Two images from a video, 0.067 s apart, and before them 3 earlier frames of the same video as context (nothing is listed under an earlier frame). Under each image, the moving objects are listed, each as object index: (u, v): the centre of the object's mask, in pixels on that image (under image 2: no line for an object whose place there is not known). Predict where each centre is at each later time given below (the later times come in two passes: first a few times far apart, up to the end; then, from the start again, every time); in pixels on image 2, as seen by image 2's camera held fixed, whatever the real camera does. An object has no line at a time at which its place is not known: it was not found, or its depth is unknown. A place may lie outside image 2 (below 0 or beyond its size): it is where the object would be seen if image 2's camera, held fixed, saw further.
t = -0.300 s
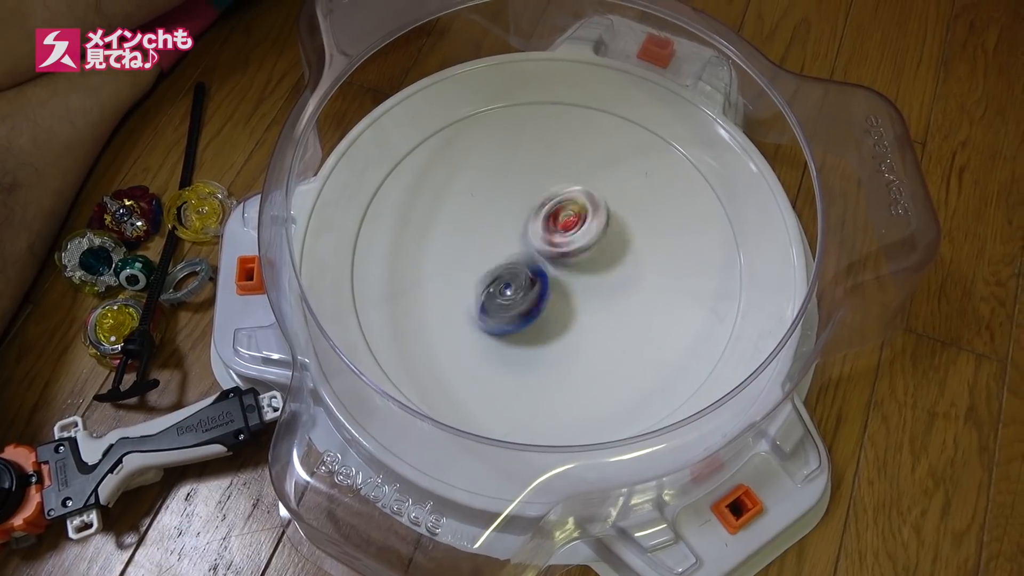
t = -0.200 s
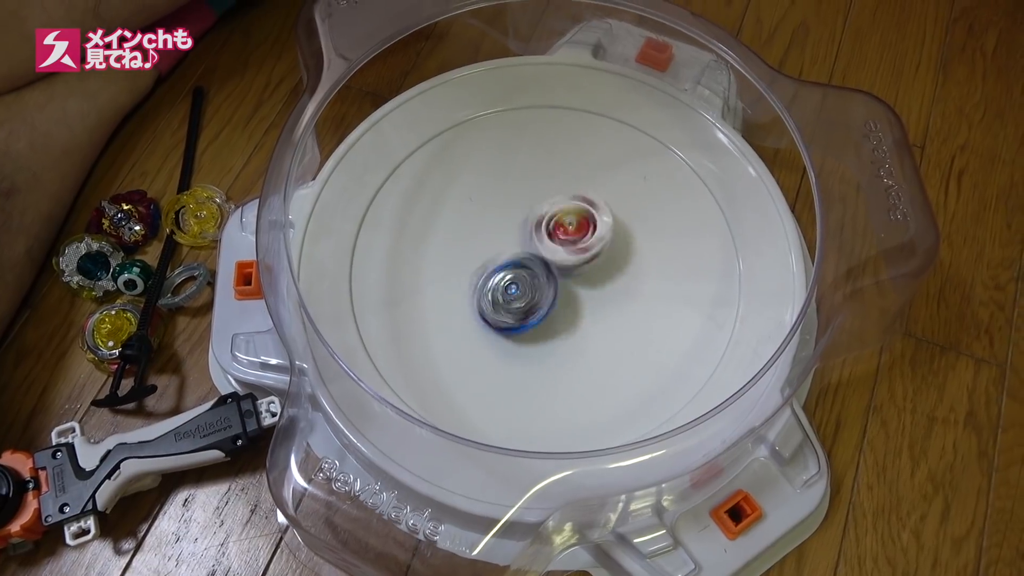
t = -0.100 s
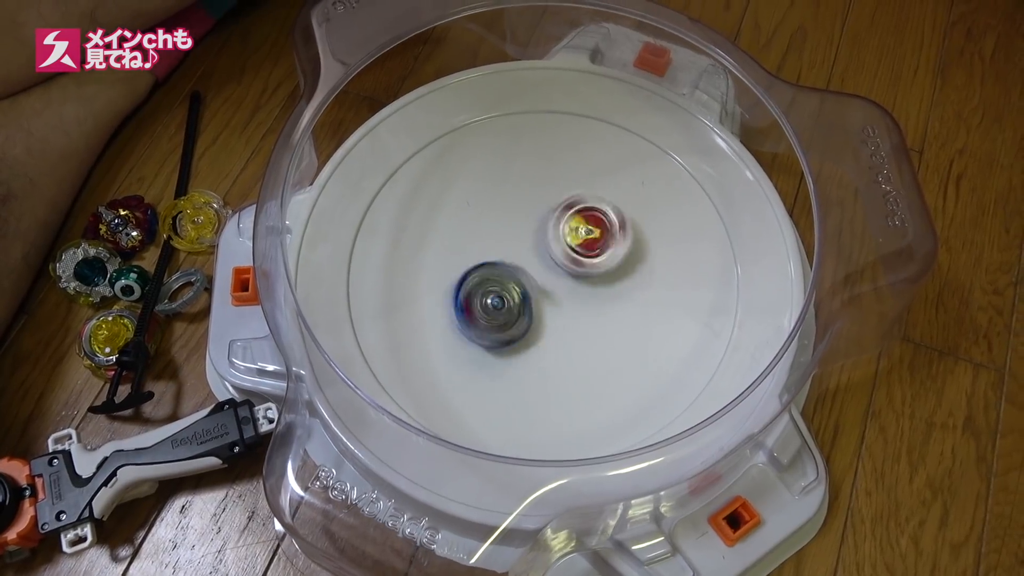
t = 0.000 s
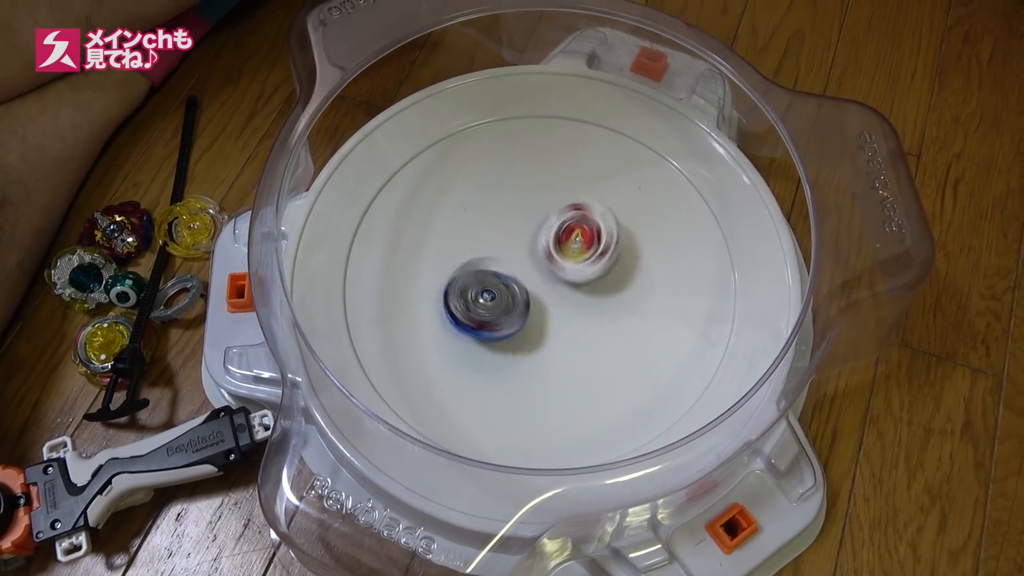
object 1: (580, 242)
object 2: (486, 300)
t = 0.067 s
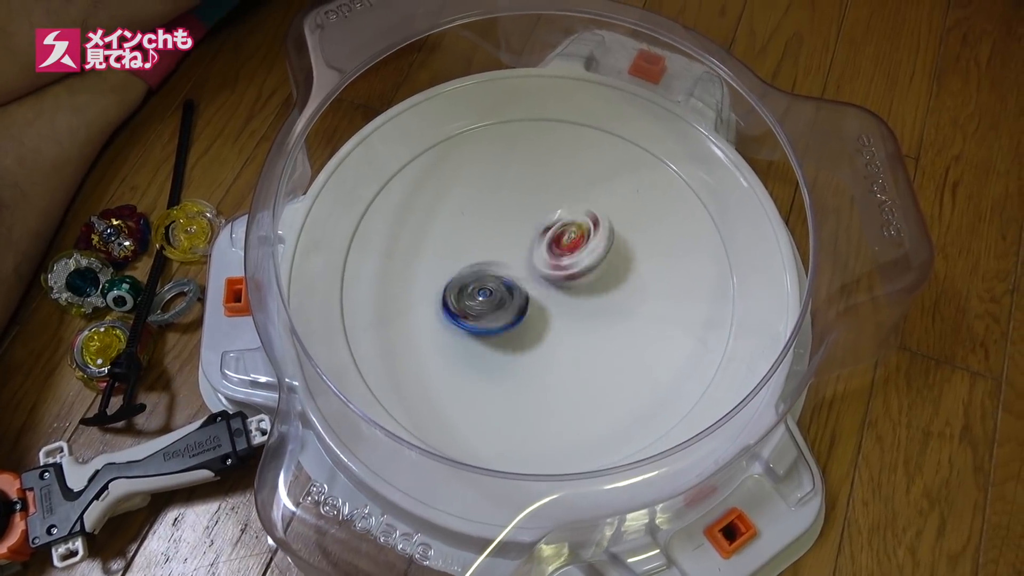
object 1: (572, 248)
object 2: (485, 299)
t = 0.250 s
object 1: (568, 247)
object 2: (478, 295)
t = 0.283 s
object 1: (569, 245)
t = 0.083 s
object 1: (572, 246)
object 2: (484, 298)
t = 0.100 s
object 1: (570, 246)
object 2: (484, 297)
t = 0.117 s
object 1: (566, 248)
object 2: (486, 295)
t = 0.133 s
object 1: (564, 248)
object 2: (489, 290)
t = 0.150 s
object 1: (562, 249)
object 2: (490, 288)
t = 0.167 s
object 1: (563, 249)
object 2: (487, 289)
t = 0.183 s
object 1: (565, 250)
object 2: (485, 293)
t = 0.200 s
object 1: (563, 251)
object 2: (483, 294)
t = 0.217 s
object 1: (566, 248)
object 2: (481, 296)
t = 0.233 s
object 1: (566, 247)
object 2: (479, 295)
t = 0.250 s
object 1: (568, 247)
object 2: (478, 295)
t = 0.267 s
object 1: (568, 247)
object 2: (476, 295)
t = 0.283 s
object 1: (569, 245)
